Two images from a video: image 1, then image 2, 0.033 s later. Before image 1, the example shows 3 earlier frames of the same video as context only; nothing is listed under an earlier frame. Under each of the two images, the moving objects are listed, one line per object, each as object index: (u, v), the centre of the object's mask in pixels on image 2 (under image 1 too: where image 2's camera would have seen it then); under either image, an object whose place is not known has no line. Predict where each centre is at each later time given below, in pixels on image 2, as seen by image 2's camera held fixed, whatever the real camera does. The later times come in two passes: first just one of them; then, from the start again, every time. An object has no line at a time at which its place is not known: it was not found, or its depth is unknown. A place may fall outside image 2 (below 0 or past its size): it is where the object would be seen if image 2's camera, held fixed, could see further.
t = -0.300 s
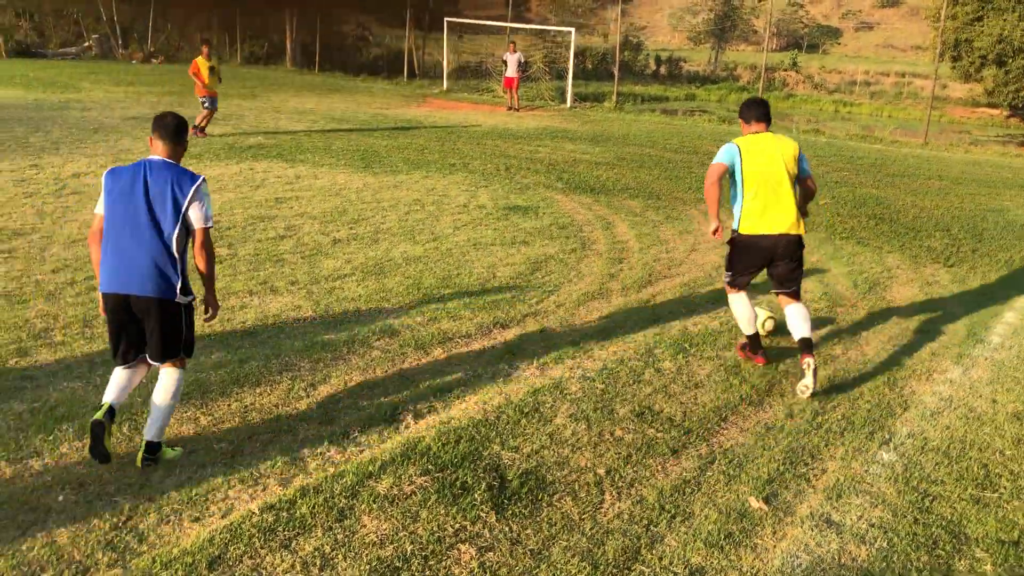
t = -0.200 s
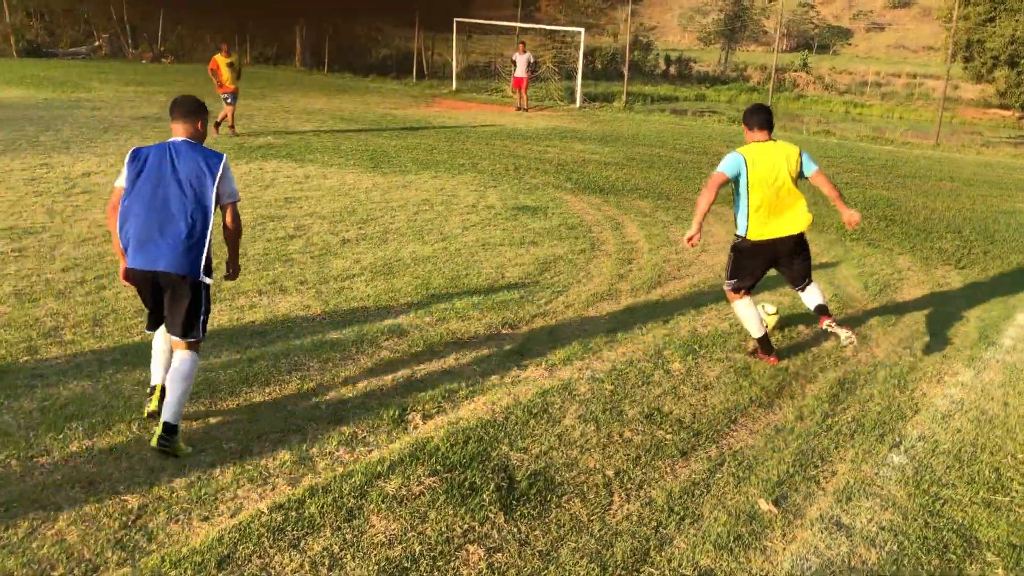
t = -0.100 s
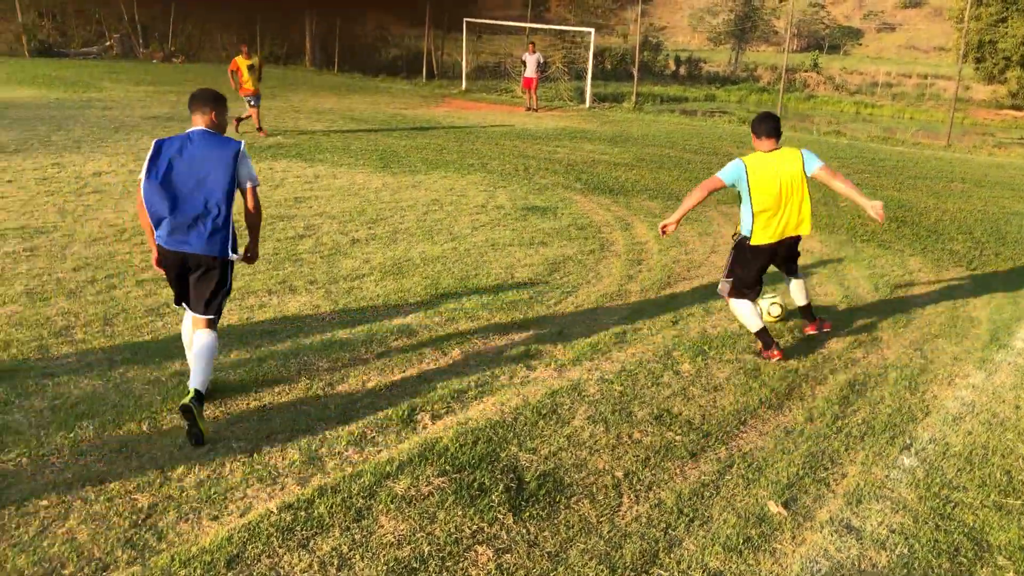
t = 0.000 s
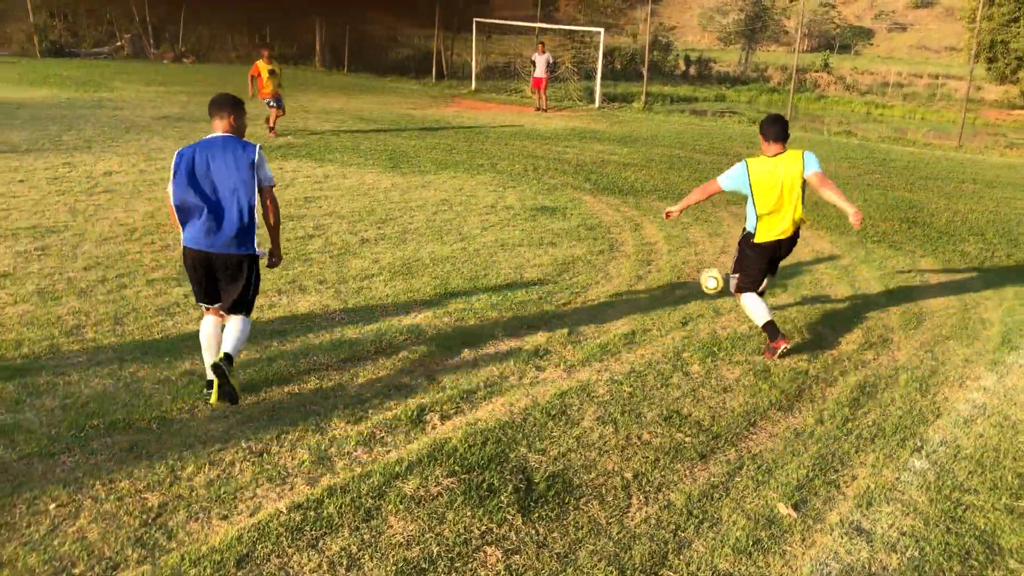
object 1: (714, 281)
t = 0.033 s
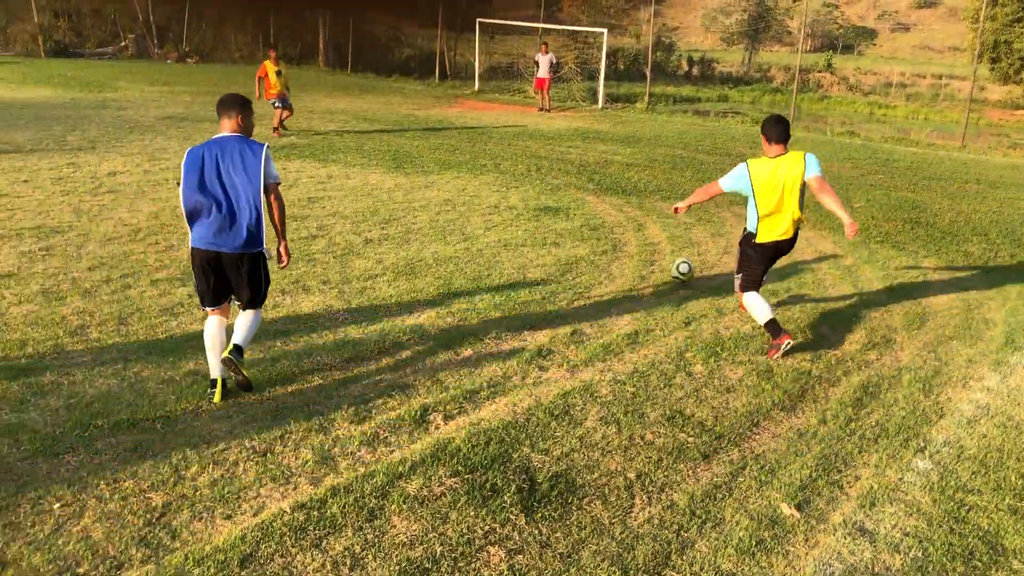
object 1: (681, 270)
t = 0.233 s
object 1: (536, 225)
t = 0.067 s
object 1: (650, 261)
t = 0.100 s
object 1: (622, 254)
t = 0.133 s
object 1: (595, 249)
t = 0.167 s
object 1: (574, 240)
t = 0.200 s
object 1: (553, 232)
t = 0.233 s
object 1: (536, 225)
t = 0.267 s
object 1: (518, 220)
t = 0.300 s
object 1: (502, 216)
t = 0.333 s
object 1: (488, 208)
